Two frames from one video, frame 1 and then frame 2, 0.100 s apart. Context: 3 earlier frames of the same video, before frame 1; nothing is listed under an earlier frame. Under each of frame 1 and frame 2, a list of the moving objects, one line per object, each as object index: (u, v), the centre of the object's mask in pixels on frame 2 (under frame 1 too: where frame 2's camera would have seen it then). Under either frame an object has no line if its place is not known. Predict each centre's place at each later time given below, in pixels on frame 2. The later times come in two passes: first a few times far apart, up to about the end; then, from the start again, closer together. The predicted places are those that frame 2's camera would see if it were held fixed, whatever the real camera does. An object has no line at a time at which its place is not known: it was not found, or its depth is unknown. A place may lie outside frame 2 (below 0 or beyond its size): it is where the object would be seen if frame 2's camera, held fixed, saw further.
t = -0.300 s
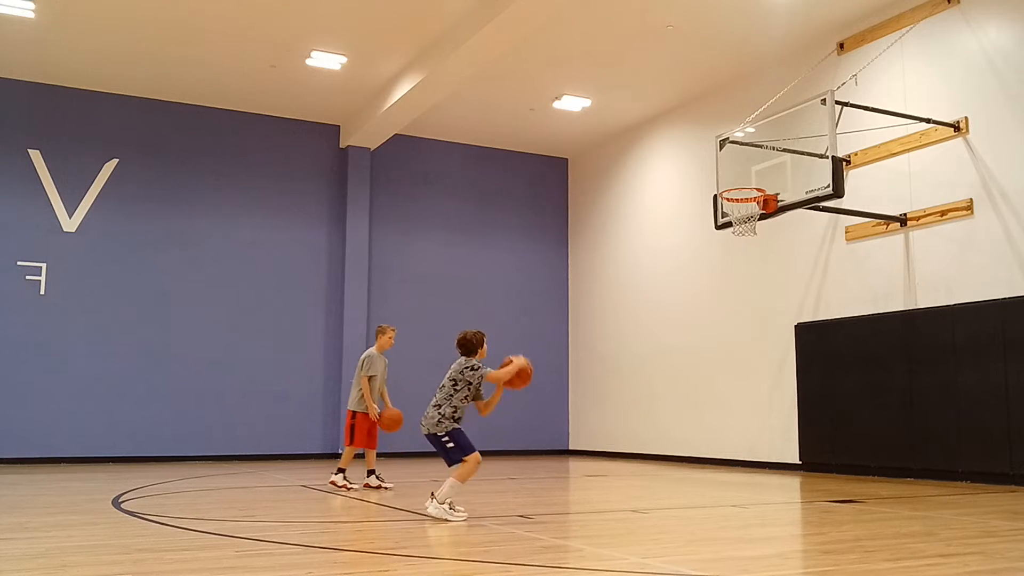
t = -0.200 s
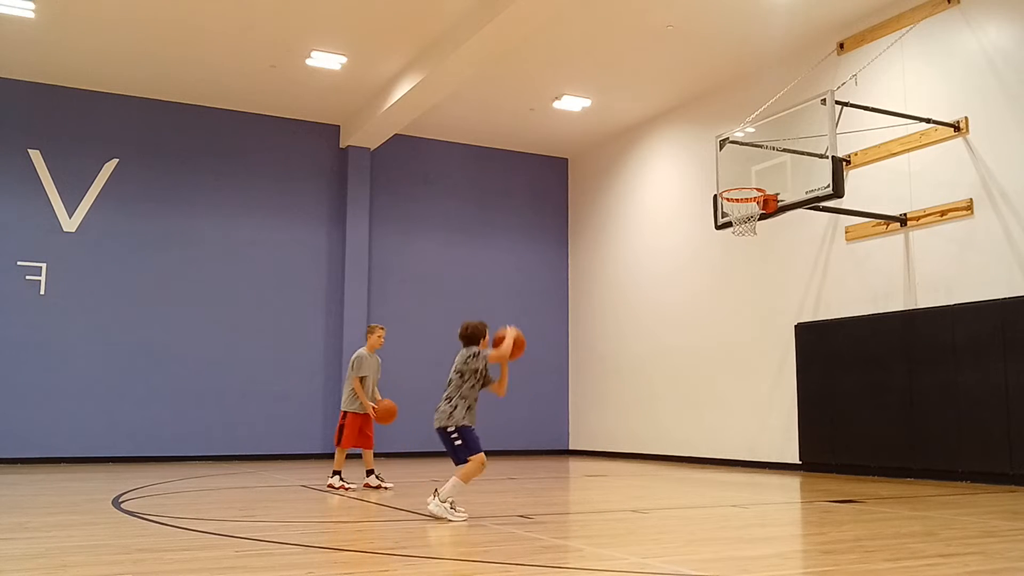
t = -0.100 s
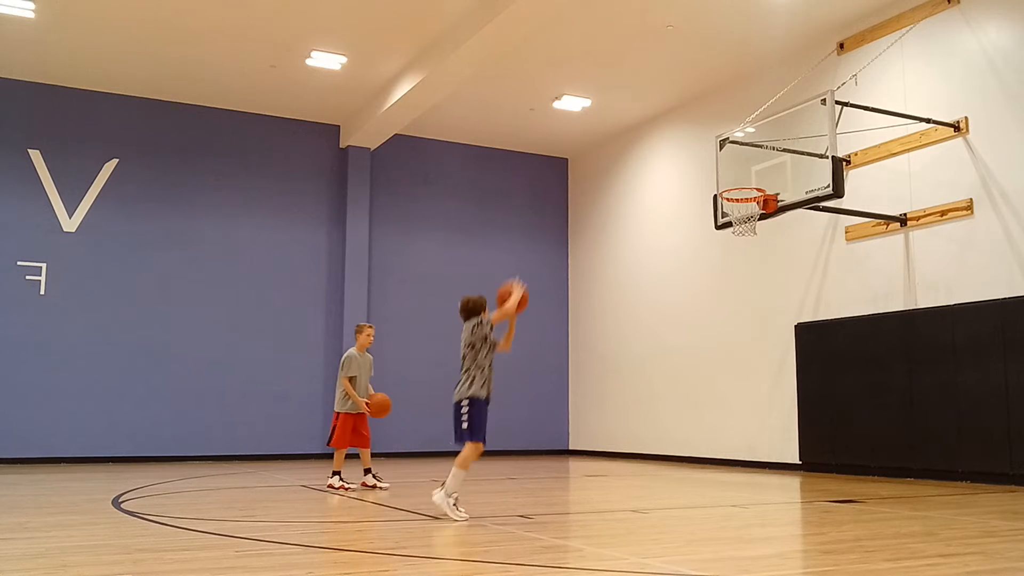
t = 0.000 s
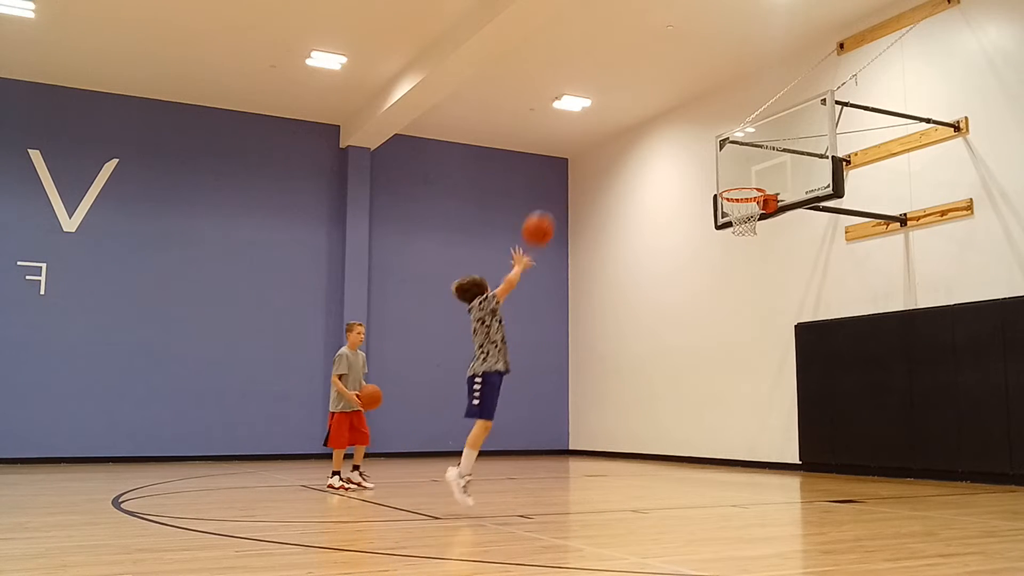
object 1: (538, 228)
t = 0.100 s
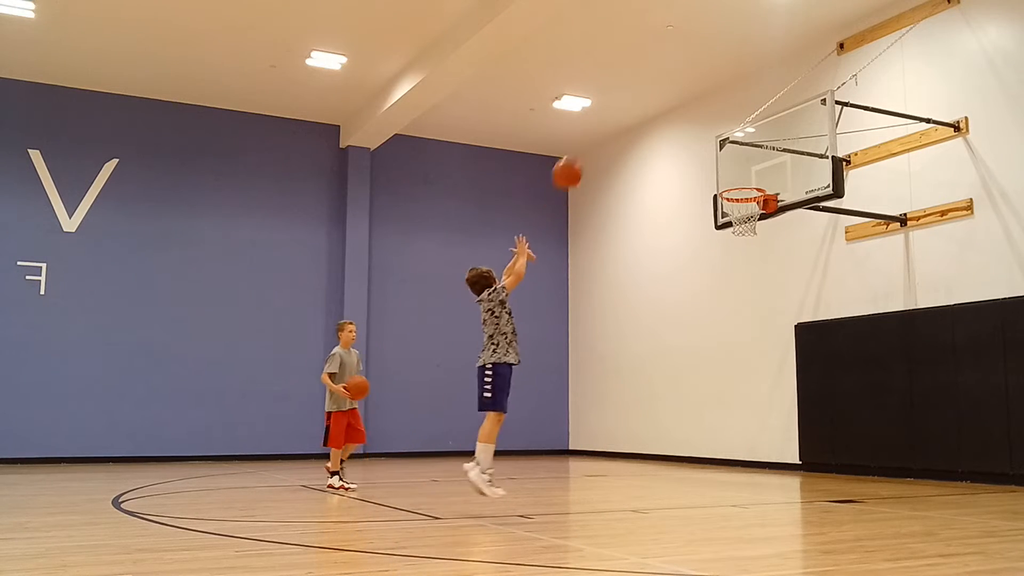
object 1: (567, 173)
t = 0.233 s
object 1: (603, 121)
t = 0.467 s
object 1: (658, 86)
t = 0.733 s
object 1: (711, 116)
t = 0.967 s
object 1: (751, 174)
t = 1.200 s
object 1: (788, 137)
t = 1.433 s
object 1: (831, 151)
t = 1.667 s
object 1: (883, 228)
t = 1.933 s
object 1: (958, 422)
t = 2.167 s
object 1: (1004, 396)
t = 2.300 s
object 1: (1016, 334)
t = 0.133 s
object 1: (577, 157)
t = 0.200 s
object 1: (595, 132)
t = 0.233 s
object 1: (603, 121)
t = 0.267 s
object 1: (612, 112)
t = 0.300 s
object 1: (620, 105)
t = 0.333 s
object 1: (628, 99)
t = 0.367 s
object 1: (635, 94)
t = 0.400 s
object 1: (643, 90)
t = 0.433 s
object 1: (650, 88)
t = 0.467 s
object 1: (658, 86)
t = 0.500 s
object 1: (665, 86)
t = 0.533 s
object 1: (672, 88)
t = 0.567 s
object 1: (679, 90)
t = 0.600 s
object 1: (685, 93)
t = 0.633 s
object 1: (691, 97)
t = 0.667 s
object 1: (698, 103)
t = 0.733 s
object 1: (711, 116)
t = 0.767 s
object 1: (717, 125)
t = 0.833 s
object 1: (729, 144)
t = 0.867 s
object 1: (734, 155)
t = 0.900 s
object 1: (740, 167)
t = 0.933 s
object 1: (747, 178)
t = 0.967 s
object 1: (751, 174)
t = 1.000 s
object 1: (756, 165)
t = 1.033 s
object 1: (761, 159)
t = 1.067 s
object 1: (766, 153)
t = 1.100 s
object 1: (772, 147)
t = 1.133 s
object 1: (777, 143)
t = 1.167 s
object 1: (782, 140)
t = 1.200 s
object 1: (788, 137)
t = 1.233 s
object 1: (794, 136)
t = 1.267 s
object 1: (800, 135)
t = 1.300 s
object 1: (805, 136)
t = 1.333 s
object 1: (811, 138)
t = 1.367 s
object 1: (818, 141)
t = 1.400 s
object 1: (825, 146)
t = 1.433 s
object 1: (831, 151)
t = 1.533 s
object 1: (851, 175)
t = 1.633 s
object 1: (876, 214)
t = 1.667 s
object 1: (883, 228)
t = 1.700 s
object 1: (892, 246)
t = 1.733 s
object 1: (901, 266)
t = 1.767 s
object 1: (910, 287)
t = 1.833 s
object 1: (928, 335)
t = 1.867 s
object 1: (938, 362)
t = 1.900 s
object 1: (948, 391)
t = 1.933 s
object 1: (958, 422)
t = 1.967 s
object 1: (969, 457)
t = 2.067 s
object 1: (990, 457)
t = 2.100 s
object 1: (994, 435)
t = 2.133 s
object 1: (999, 415)
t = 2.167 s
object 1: (1004, 396)
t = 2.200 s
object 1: (1008, 379)
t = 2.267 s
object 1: (1014, 347)
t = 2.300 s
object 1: (1016, 334)
